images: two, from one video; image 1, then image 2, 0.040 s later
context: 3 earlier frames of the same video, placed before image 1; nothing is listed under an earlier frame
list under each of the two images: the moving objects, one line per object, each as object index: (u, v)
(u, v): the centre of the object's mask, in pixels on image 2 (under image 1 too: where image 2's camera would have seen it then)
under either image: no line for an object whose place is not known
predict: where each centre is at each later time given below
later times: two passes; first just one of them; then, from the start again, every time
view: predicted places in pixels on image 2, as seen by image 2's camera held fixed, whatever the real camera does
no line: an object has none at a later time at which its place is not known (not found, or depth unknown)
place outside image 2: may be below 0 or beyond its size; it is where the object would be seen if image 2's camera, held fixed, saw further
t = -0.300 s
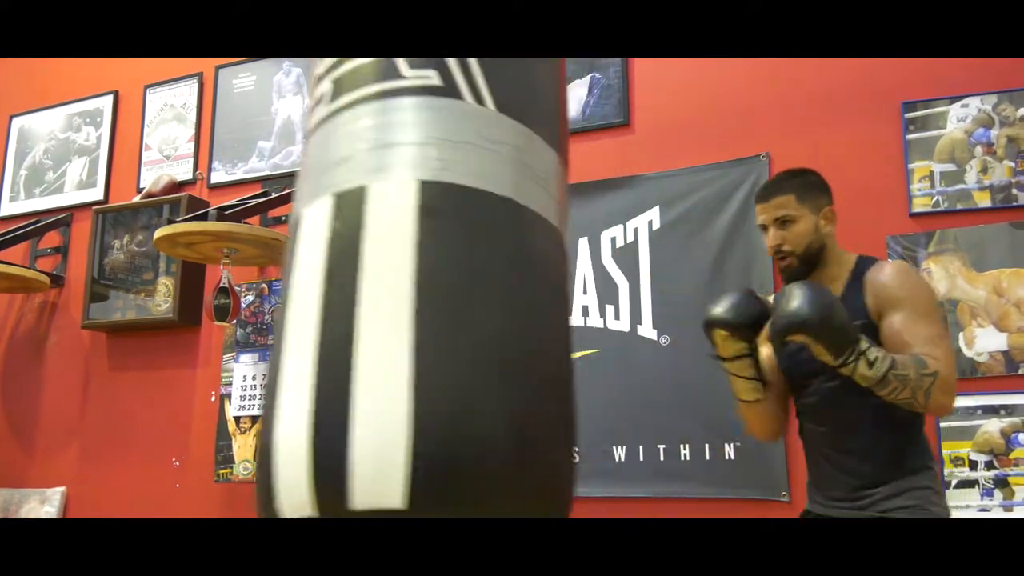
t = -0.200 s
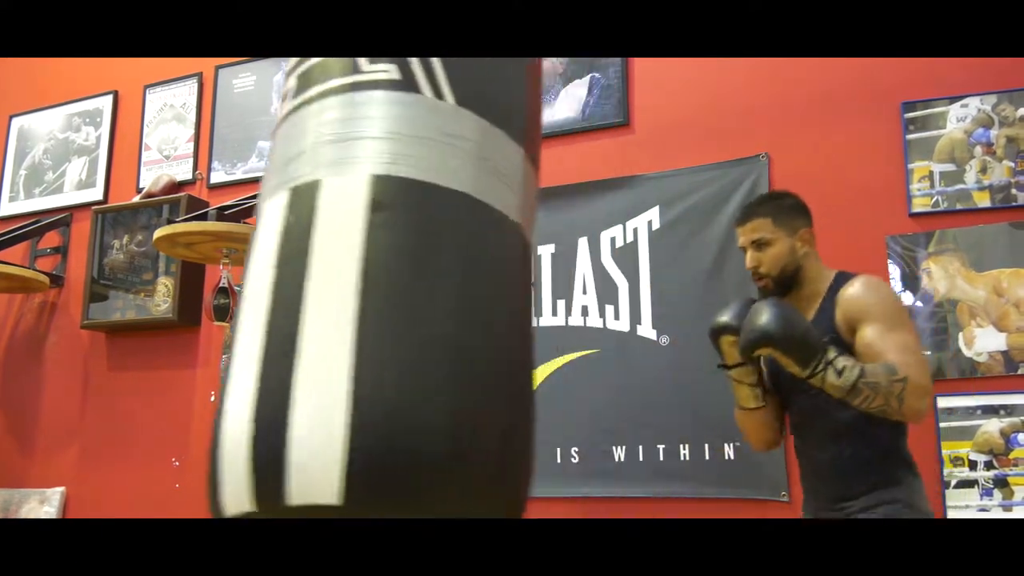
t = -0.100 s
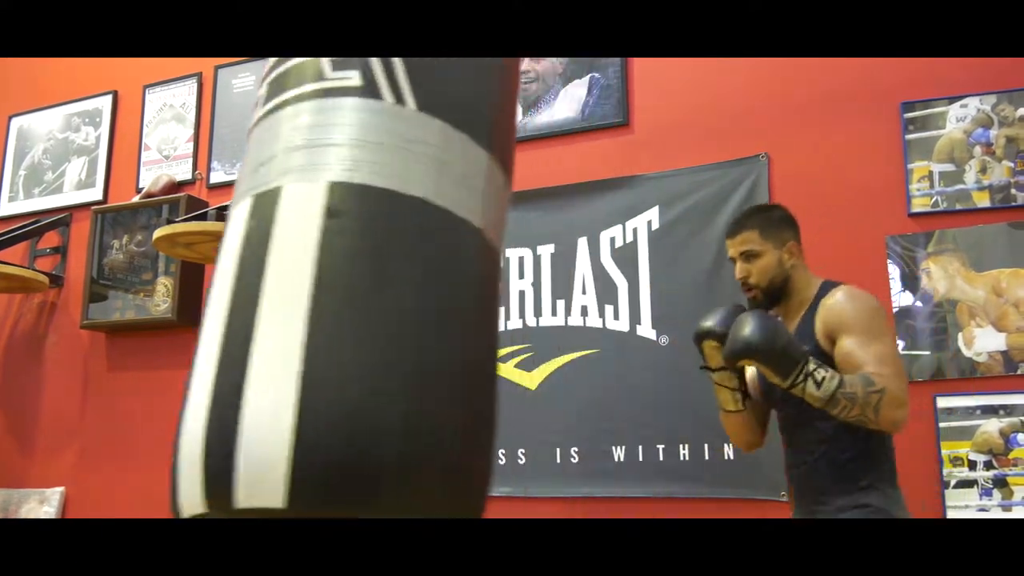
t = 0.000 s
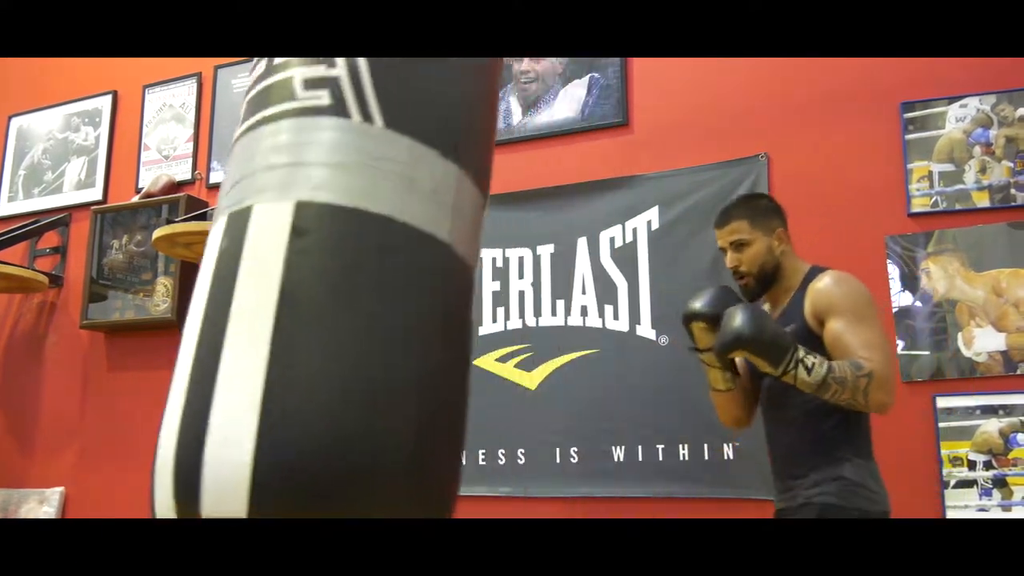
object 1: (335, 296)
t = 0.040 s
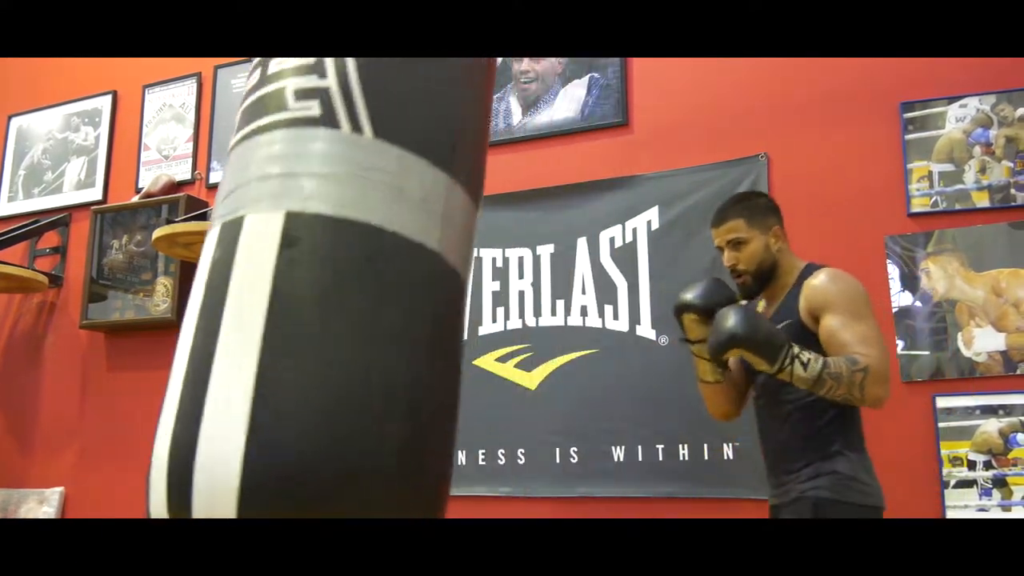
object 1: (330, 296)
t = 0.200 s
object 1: (328, 295)
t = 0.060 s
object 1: (328, 296)
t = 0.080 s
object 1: (327, 296)
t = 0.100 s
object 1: (326, 296)
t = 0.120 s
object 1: (325, 296)
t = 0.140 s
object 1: (325, 296)
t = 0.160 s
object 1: (326, 295)
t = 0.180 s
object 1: (327, 295)
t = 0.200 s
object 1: (328, 295)
